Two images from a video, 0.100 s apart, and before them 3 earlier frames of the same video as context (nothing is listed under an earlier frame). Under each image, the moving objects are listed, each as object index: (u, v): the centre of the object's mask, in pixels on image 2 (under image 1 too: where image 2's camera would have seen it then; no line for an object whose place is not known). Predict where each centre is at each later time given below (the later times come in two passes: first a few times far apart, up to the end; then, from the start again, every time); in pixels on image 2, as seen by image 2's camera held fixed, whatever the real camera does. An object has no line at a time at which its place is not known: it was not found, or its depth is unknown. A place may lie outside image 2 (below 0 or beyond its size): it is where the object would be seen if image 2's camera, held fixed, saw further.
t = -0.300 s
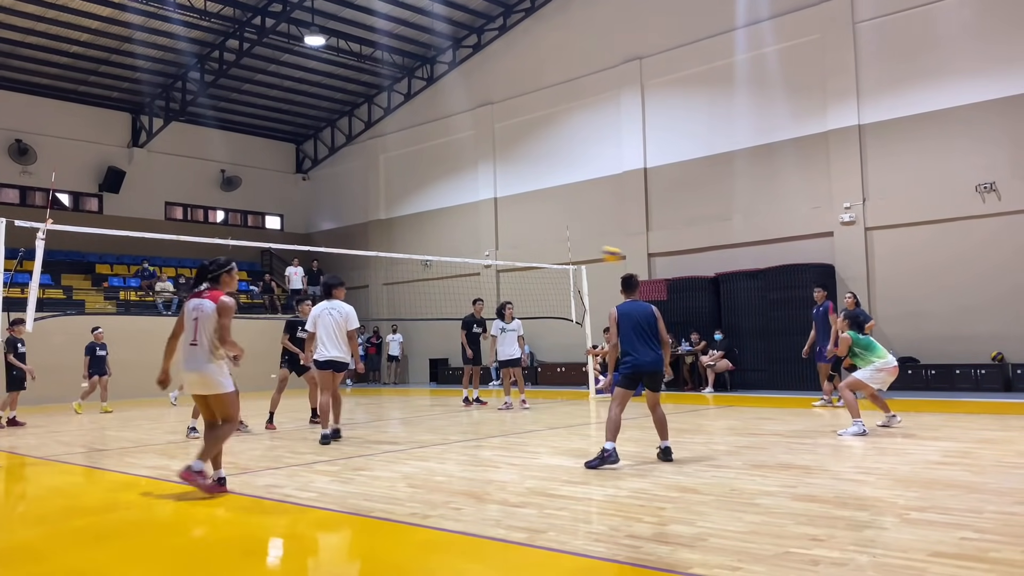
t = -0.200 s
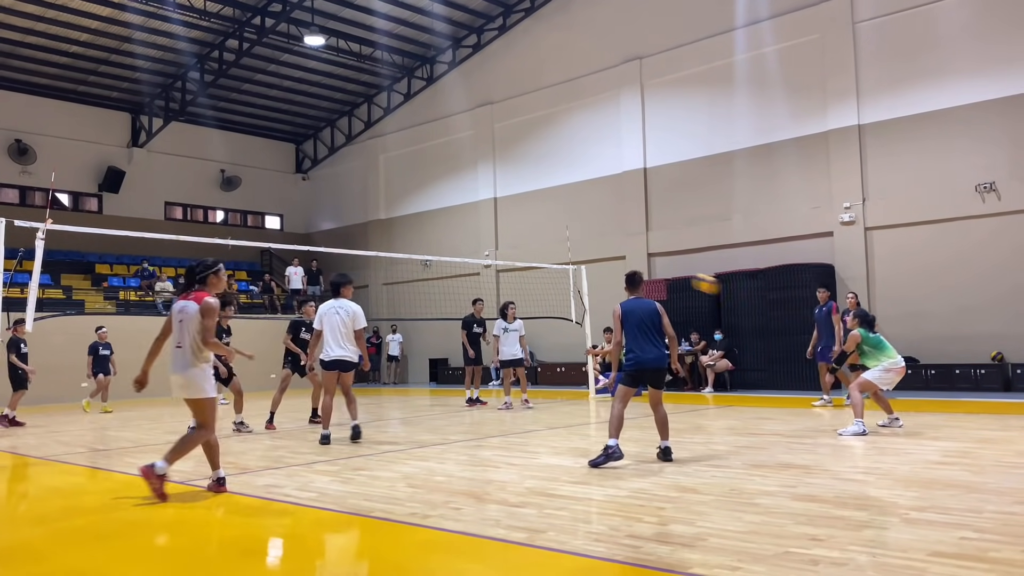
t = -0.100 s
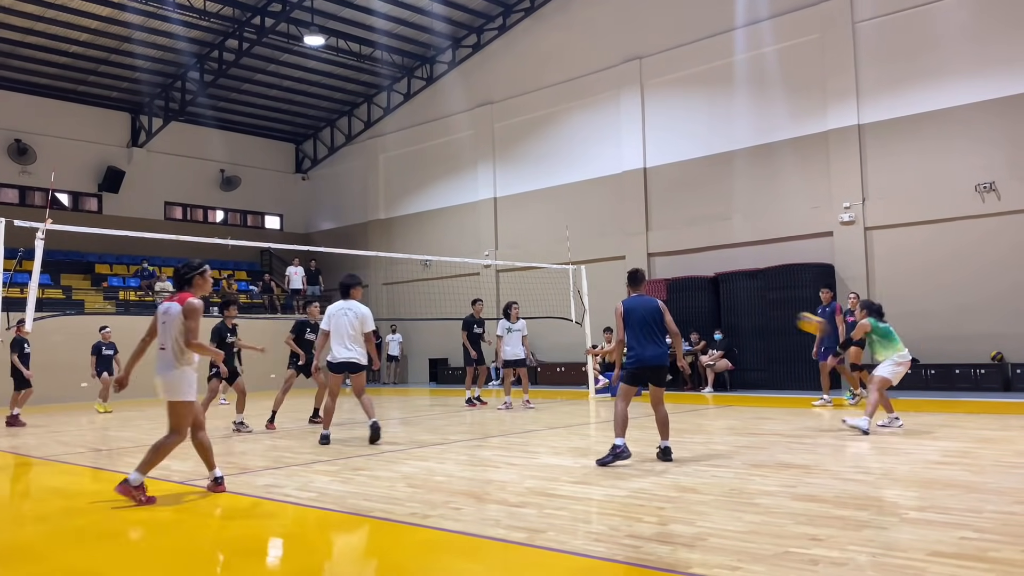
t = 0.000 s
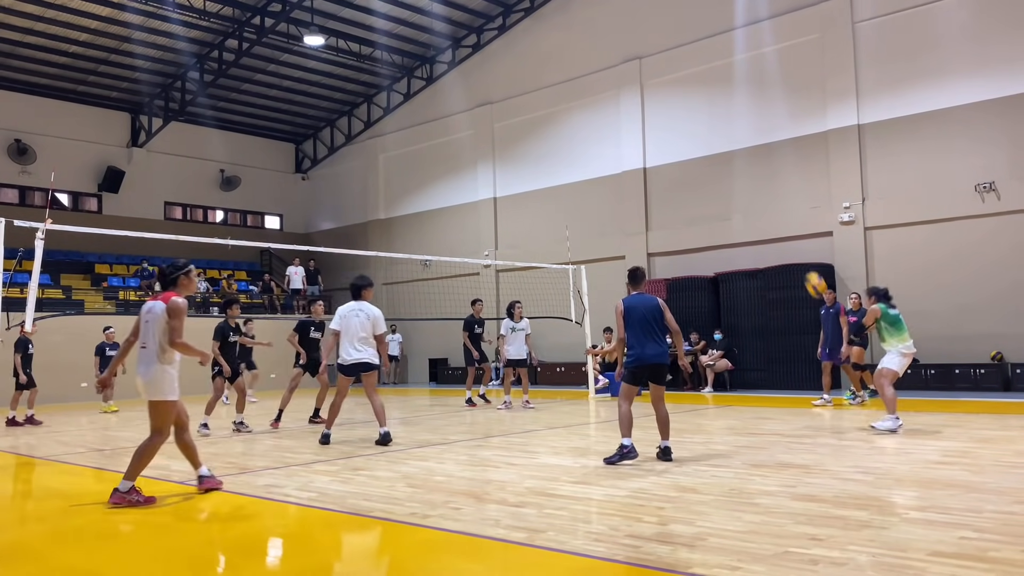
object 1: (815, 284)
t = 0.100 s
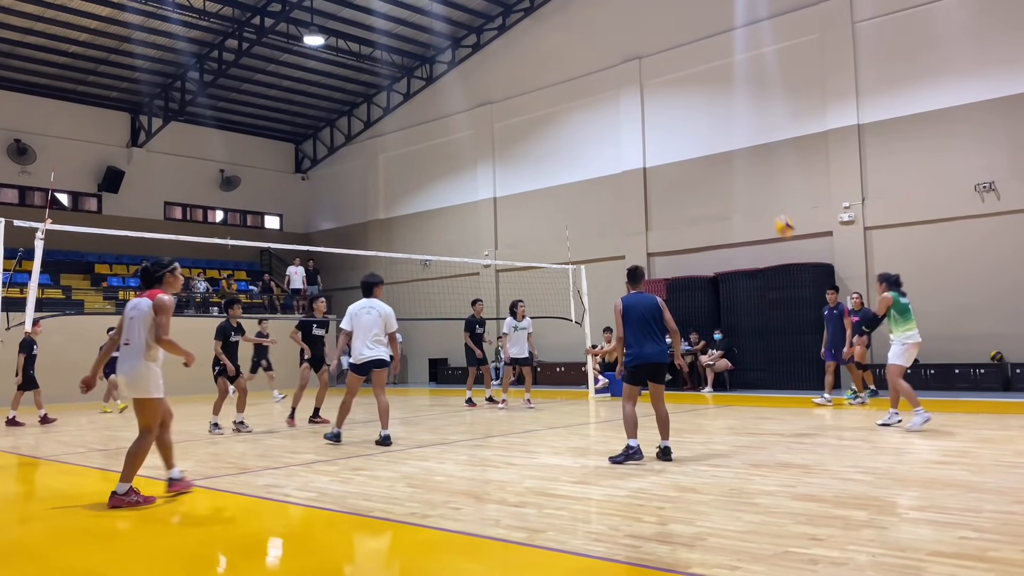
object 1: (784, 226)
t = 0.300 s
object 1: (729, 145)
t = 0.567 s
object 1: (666, 93)
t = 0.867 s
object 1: (608, 97)
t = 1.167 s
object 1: (559, 157)
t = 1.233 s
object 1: (549, 176)
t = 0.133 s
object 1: (774, 210)
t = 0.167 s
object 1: (764, 194)
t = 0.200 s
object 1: (756, 180)
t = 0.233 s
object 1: (746, 167)
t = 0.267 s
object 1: (737, 155)
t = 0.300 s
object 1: (729, 145)
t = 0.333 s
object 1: (720, 135)
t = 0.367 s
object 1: (712, 127)
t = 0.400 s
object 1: (703, 119)
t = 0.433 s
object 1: (696, 112)
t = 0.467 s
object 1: (688, 106)
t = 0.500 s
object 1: (680, 100)
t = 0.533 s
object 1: (673, 96)
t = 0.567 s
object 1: (666, 93)
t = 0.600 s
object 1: (659, 90)
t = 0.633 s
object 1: (652, 88)
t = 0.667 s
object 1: (646, 87)
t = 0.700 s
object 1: (639, 87)
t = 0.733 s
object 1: (633, 87)
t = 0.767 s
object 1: (626, 89)
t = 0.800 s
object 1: (620, 91)
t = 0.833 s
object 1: (614, 94)
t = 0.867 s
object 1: (608, 97)
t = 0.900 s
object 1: (602, 101)
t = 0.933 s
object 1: (597, 106)
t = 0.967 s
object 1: (591, 111)
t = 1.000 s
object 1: (585, 117)
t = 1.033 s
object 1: (580, 125)
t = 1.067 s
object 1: (574, 131)
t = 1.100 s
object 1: (569, 139)
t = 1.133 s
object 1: (564, 148)
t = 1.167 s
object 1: (559, 157)
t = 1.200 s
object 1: (554, 166)
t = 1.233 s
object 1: (549, 176)
